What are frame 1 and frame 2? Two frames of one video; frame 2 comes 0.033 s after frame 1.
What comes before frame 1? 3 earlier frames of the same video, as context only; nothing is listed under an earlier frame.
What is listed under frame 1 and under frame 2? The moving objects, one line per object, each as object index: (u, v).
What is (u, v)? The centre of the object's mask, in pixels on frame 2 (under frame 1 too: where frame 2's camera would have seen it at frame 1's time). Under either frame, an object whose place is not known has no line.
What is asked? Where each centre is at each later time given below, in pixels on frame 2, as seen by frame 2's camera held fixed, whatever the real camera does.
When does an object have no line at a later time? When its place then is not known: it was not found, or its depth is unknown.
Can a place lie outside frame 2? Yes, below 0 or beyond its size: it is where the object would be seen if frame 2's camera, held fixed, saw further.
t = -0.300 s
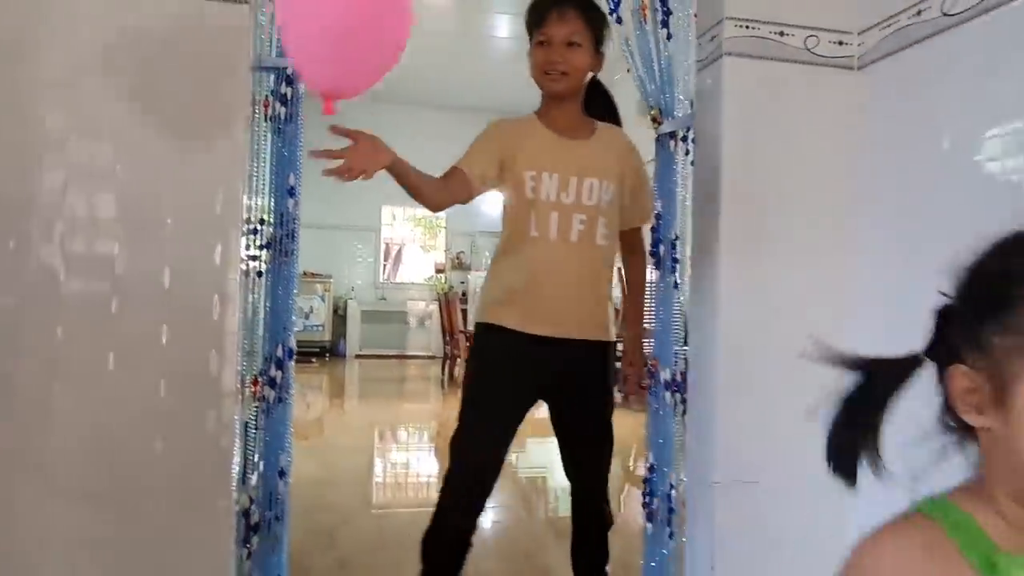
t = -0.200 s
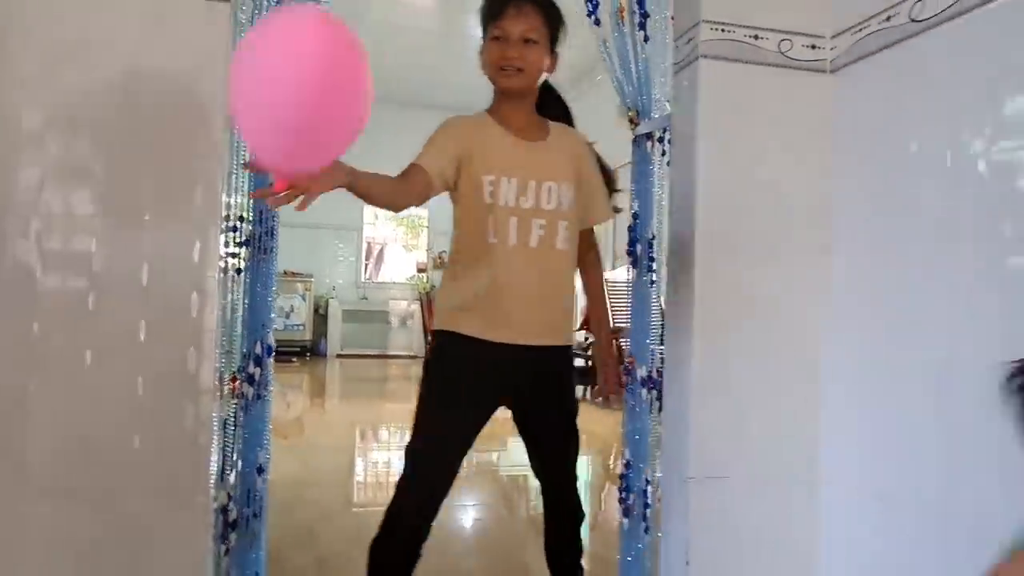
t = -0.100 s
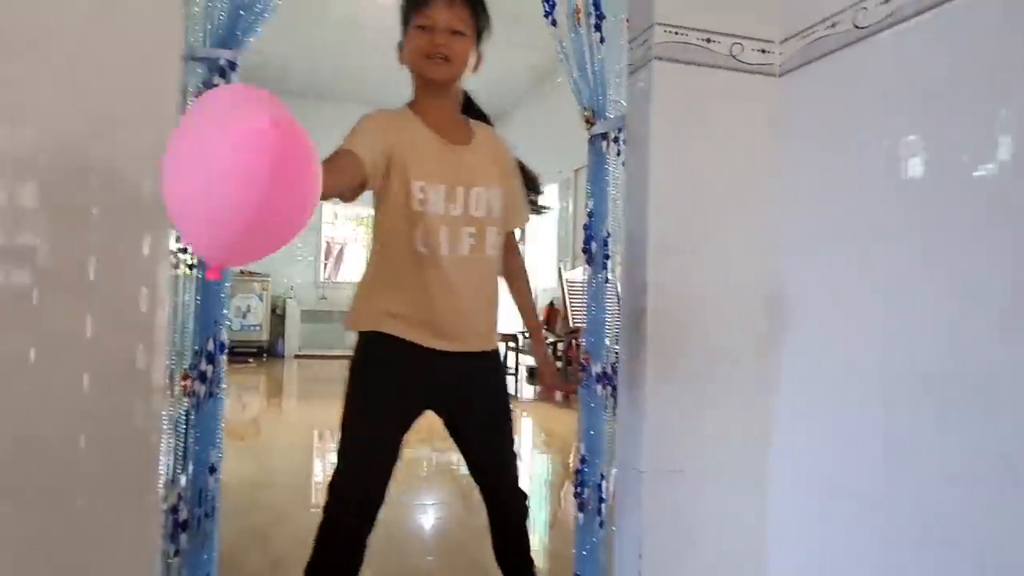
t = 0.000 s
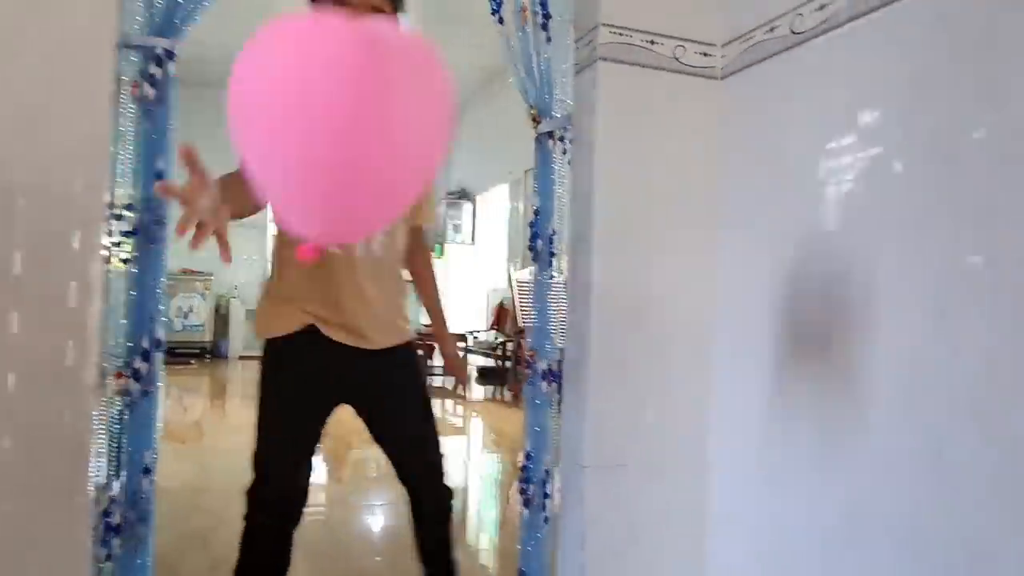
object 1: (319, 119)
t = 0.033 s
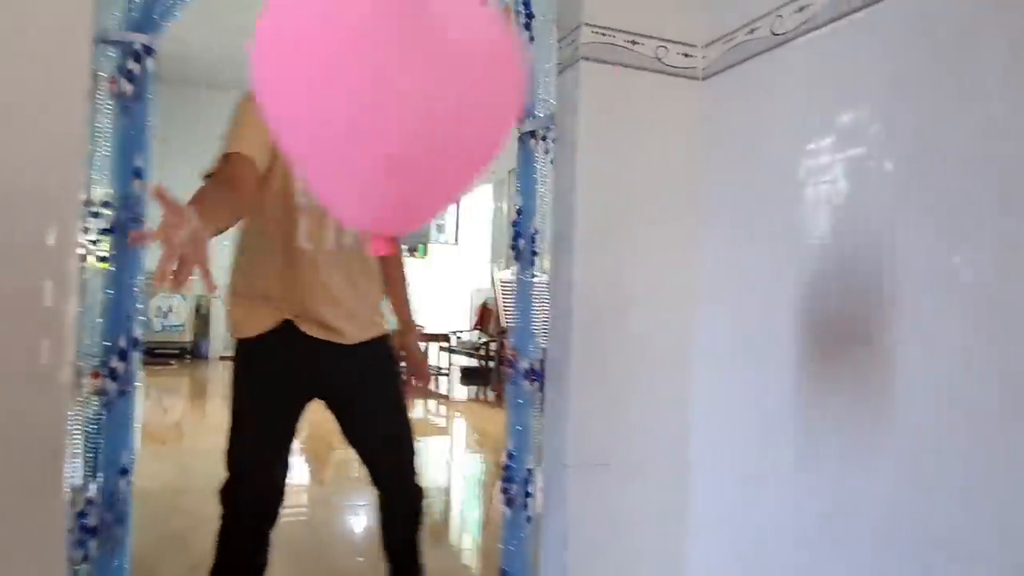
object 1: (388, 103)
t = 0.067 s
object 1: (463, 95)
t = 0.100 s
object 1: (545, 94)
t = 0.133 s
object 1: (624, 92)
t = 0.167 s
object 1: (705, 90)
